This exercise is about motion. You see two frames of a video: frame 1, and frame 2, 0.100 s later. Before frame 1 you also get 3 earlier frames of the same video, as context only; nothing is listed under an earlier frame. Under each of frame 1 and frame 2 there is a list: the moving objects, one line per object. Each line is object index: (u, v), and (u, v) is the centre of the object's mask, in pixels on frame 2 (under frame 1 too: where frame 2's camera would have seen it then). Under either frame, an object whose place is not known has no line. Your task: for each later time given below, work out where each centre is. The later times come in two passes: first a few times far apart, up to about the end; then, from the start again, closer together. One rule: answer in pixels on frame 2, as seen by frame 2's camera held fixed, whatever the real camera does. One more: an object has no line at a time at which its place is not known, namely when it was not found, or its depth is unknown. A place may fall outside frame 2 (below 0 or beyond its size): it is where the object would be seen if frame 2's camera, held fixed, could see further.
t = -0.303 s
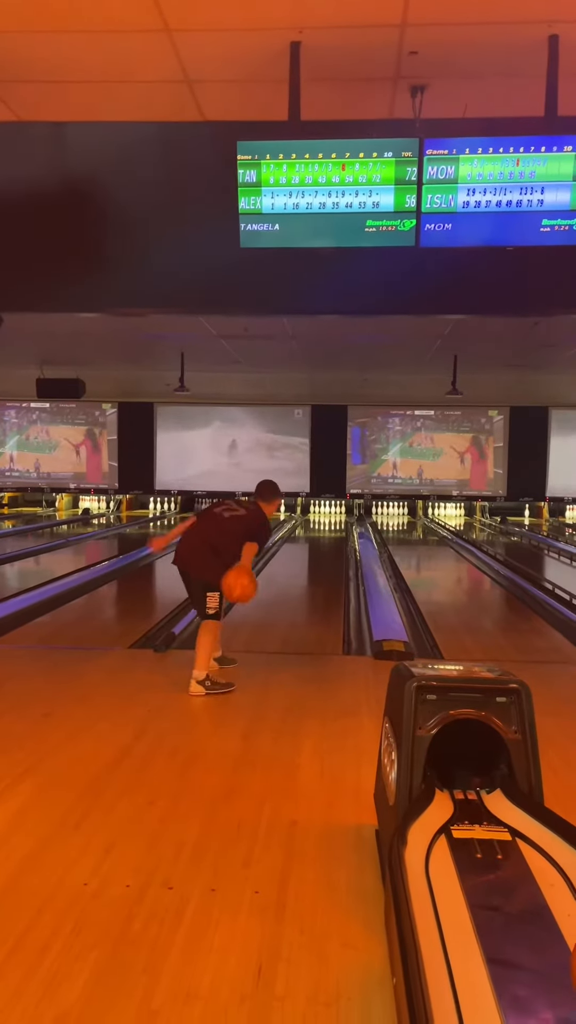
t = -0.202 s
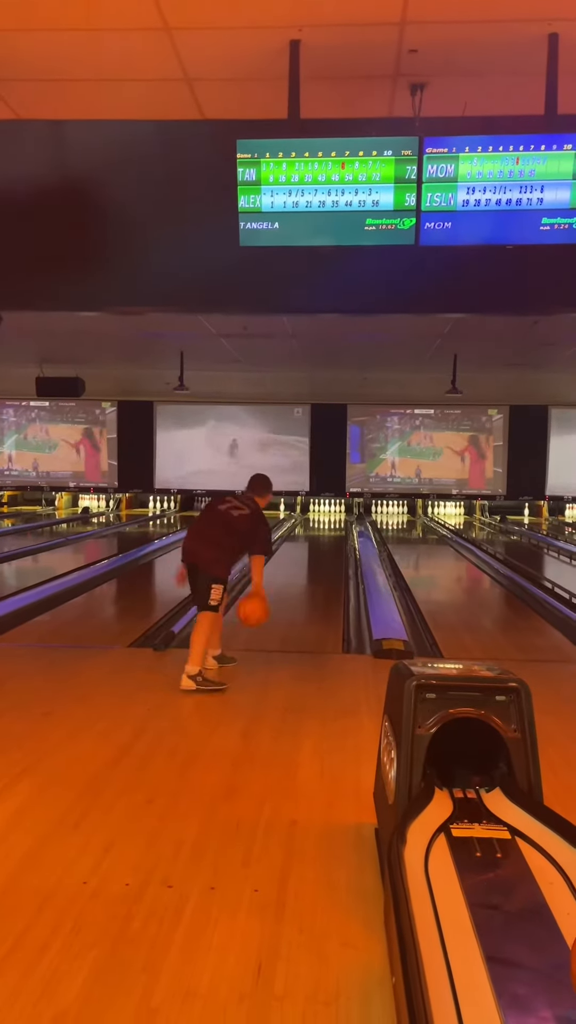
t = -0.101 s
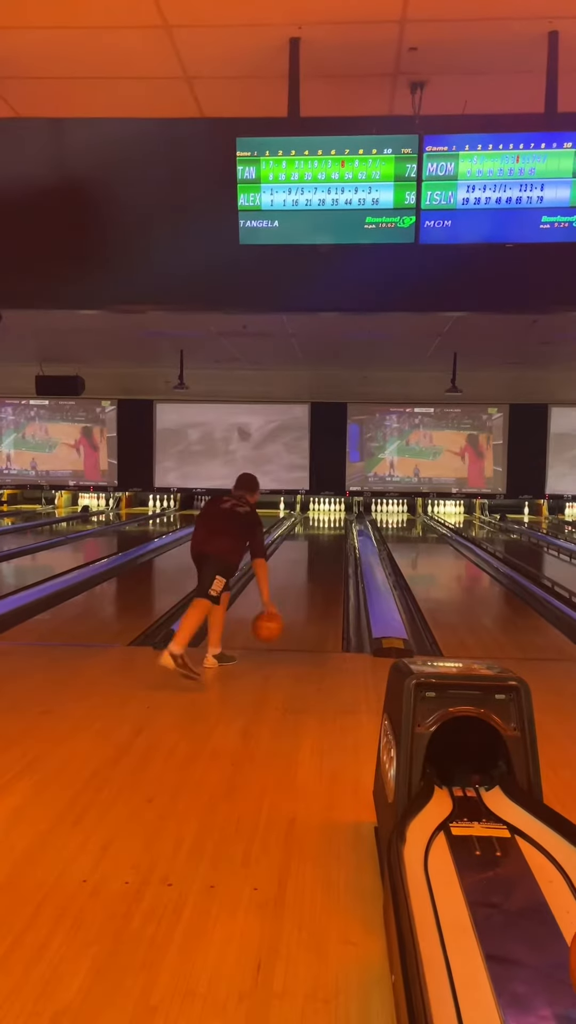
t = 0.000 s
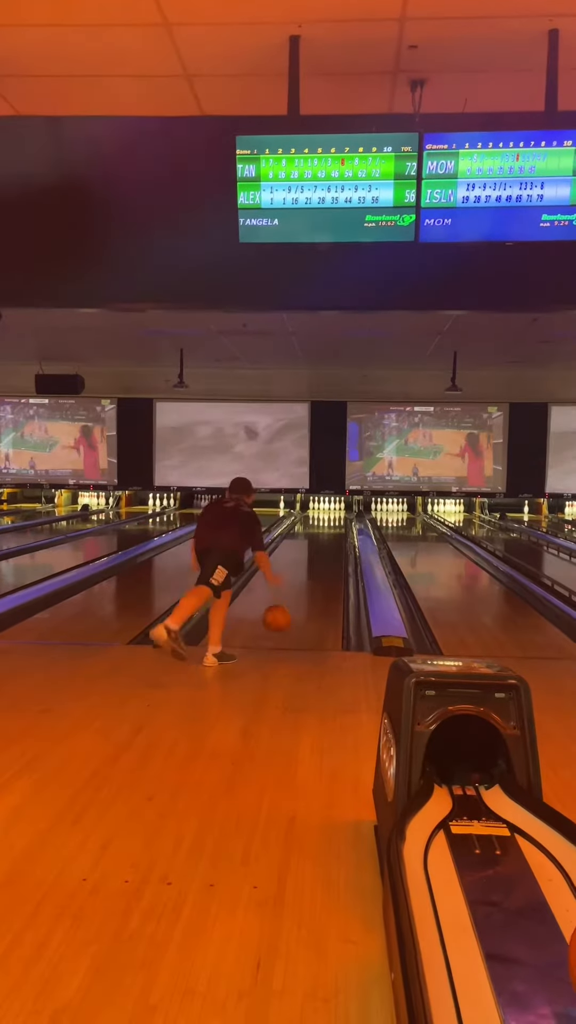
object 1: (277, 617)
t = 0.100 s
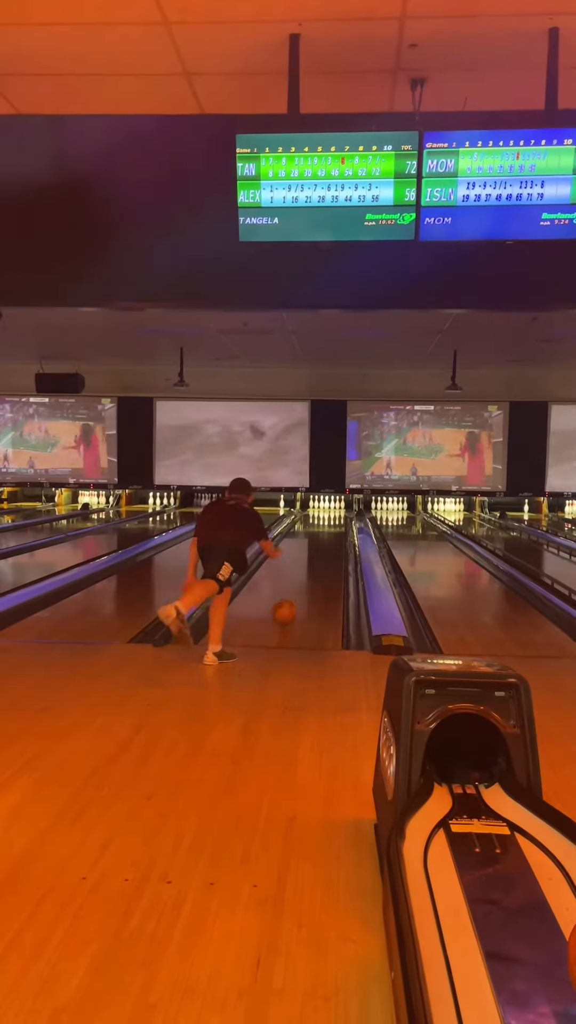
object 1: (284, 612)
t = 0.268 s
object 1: (294, 594)
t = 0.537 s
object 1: (305, 572)
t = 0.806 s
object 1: (312, 557)
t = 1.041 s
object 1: (315, 547)
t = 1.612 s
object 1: (324, 529)
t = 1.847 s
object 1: (326, 524)
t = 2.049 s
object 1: (328, 520)
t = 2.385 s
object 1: (329, 515)
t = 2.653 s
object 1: (330, 511)
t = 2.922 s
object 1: (330, 509)
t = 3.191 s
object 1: (330, 506)
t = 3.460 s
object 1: (335, 505)
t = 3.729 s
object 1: (339, 505)
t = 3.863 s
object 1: (341, 505)
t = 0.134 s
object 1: (286, 608)
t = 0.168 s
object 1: (288, 605)
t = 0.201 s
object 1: (290, 601)
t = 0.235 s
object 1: (292, 597)
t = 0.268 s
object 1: (294, 594)
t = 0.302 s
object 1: (295, 590)
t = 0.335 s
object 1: (297, 587)
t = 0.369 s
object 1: (298, 584)
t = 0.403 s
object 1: (299, 581)
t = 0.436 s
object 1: (300, 578)
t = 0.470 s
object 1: (302, 576)
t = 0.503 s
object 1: (303, 574)
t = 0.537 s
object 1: (305, 572)
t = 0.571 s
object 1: (306, 569)
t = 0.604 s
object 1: (307, 567)
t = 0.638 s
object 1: (308, 565)
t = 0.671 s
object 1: (309, 563)
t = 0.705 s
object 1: (310, 561)
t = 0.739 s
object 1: (311, 560)
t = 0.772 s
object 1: (311, 559)
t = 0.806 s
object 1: (312, 557)
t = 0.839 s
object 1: (313, 556)
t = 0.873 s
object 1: (314, 554)
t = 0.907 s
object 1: (314, 552)
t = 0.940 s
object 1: (315, 552)
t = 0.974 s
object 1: (315, 550)
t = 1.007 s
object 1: (315, 549)
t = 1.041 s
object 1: (315, 547)
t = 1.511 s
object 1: (322, 532)
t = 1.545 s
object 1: (323, 532)
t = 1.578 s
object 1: (323, 532)
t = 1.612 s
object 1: (324, 529)
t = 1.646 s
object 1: (324, 529)
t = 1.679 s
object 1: (325, 527)
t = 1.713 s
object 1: (326, 526)
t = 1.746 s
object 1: (326, 525)
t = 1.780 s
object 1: (326, 525)
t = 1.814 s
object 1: (326, 524)
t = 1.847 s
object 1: (326, 524)
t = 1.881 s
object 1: (327, 523)
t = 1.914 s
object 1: (327, 523)
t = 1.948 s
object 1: (327, 522)
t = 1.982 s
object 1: (328, 522)
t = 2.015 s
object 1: (328, 522)
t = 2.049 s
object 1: (328, 520)
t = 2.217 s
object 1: (328, 517)
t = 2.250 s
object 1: (328, 517)
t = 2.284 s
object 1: (329, 516)
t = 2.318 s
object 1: (329, 516)
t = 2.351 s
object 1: (329, 515)
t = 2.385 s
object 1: (329, 515)
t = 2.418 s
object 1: (329, 514)
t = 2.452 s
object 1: (329, 514)
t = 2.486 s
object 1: (330, 513)
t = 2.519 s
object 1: (330, 513)
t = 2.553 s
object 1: (330, 513)
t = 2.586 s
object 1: (330, 512)
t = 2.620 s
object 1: (330, 512)
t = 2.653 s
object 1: (330, 511)
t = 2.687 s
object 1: (330, 511)
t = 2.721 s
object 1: (330, 510)
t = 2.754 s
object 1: (330, 510)
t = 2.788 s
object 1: (330, 510)
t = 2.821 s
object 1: (330, 510)
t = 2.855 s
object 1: (330, 509)
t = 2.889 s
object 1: (330, 509)
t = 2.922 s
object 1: (330, 509)
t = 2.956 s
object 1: (330, 508)
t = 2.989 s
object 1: (330, 508)
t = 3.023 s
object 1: (330, 508)
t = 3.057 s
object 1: (330, 507)
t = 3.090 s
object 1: (330, 507)
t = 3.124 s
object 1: (330, 507)
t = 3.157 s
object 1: (330, 506)
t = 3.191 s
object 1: (330, 506)
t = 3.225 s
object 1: (331, 506)
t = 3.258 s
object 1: (332, 506)
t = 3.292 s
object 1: (333, 506)
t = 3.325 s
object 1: (333, 505)
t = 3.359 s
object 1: (334, 506)
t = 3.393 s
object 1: (334, 505)
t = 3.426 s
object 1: (334, 505)
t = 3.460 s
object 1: (335, 505)
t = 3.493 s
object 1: (336, 505)
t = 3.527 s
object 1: (336, 505)
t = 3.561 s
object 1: (337, 505)
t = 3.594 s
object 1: (337, 505)
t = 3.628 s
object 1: (337, 505)
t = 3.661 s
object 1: (338, 505)
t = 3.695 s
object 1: (338, 505)
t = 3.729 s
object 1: (339, 505)
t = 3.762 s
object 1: (340, 505)
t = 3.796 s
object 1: (340, 505)
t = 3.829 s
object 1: (341, 505)
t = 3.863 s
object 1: (341, 505)
